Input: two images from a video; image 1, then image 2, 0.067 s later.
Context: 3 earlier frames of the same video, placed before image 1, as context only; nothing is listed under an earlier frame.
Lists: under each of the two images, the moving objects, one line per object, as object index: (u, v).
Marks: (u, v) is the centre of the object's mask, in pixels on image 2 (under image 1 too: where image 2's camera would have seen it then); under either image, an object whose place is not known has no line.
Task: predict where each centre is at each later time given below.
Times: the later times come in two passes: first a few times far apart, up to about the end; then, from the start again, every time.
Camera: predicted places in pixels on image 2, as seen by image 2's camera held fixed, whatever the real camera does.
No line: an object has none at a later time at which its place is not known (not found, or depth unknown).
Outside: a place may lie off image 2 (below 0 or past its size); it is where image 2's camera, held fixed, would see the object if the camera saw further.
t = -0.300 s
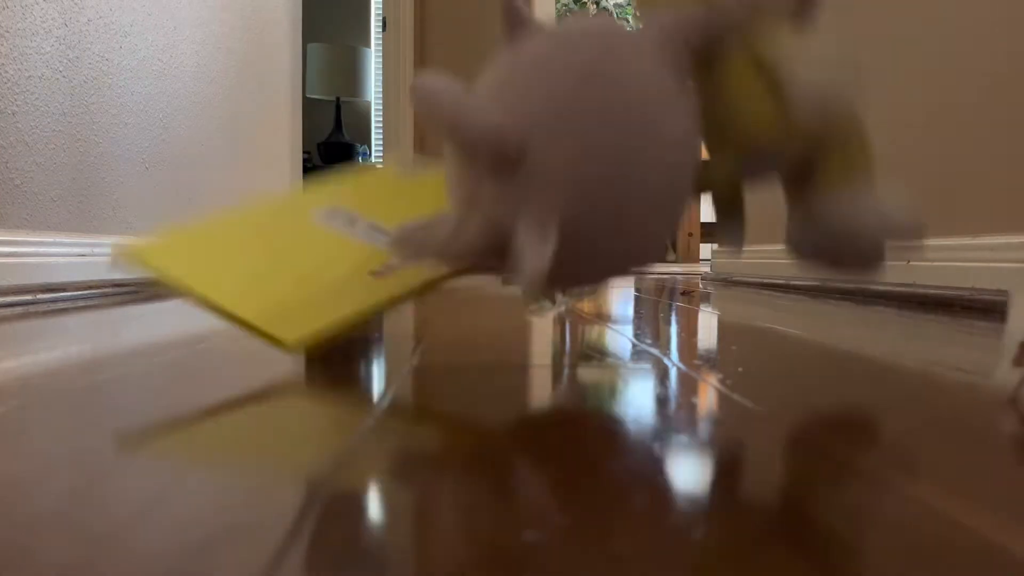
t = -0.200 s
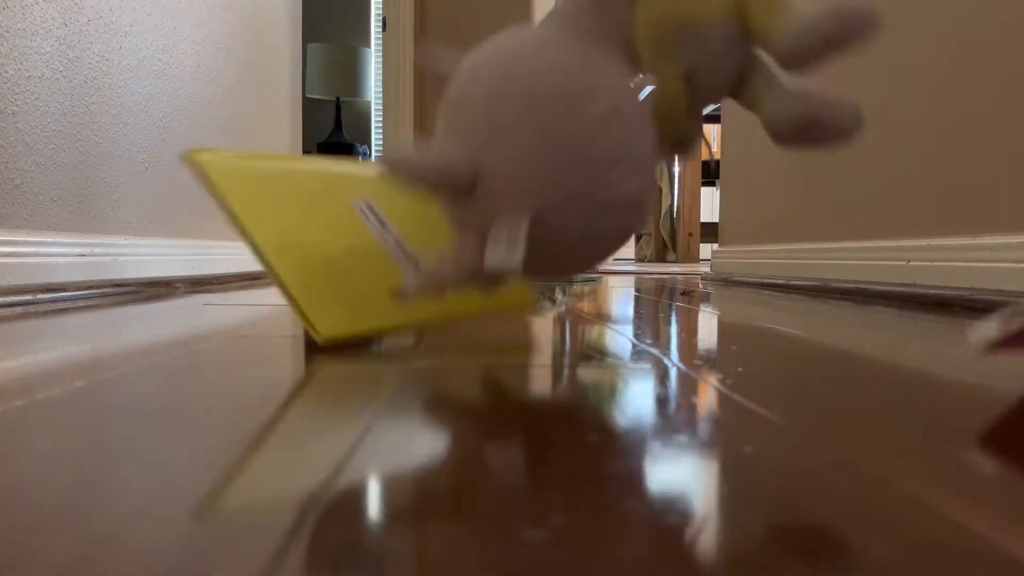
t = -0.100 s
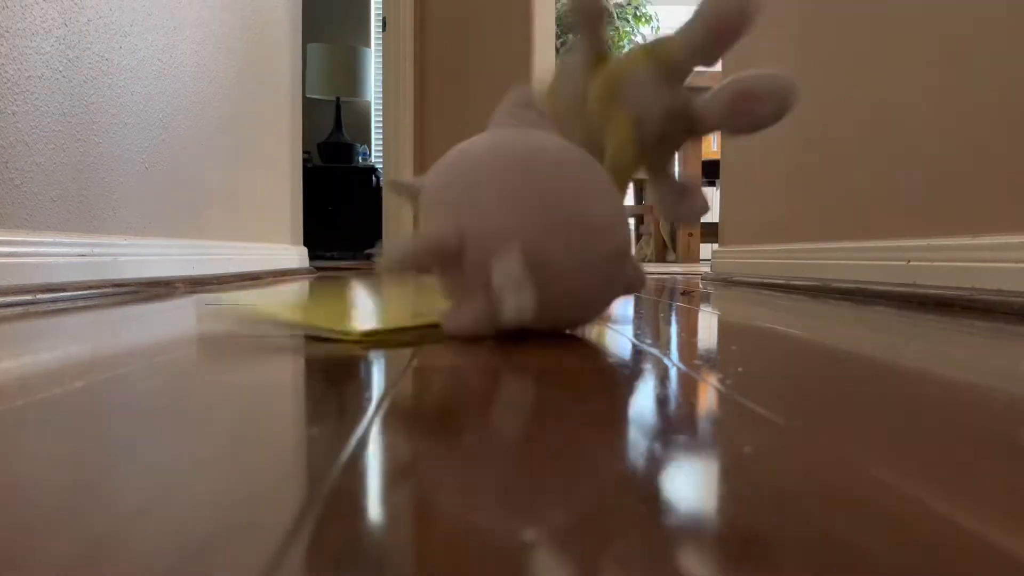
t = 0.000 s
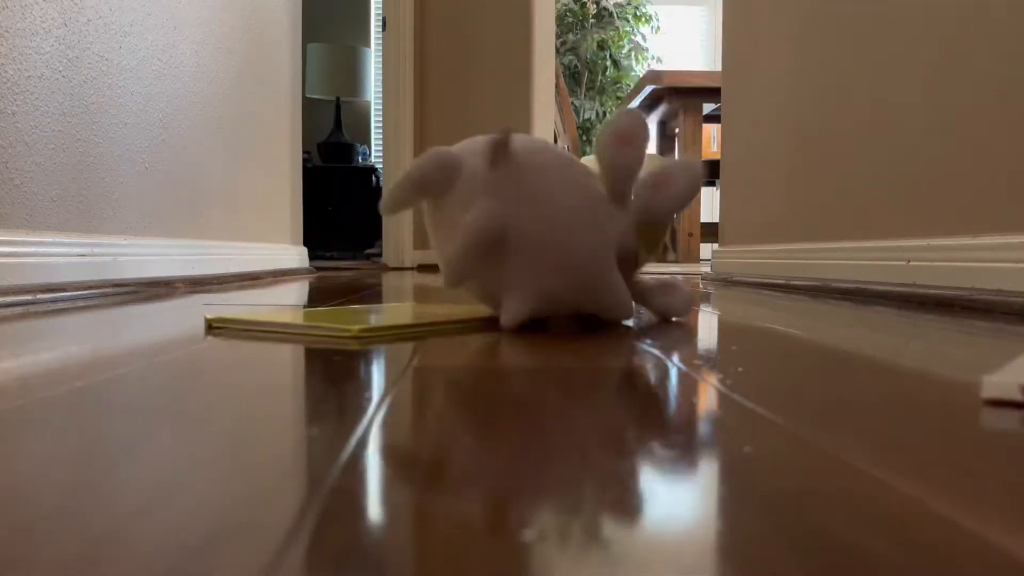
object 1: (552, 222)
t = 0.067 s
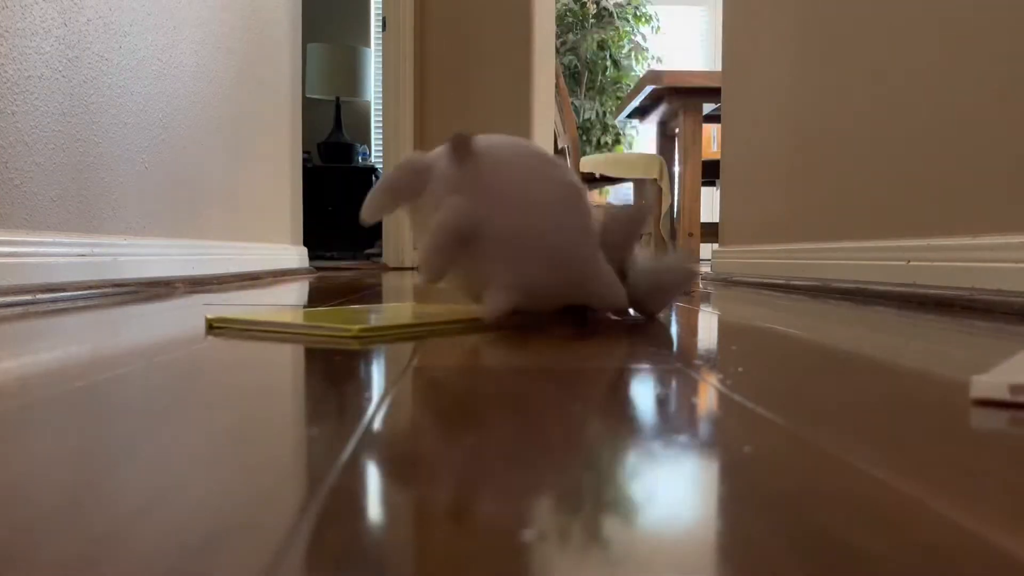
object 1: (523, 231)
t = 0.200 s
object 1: (490, 245)
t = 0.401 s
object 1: (476, 246)
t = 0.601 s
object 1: (477, 246)
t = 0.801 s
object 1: (477, 246)
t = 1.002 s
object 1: (477, 246)
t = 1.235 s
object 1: (477, 246)
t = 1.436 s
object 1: (477, 246)
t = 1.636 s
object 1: (477, 246)
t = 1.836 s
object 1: (477, 246)
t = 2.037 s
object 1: (477, 246)
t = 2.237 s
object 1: (477, 246)
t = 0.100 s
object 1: (509, 239)
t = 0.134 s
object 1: (501, 244)
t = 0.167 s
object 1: (496, 245)
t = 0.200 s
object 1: (490, 245)
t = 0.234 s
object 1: (485, 246)
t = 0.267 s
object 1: (481, 246)
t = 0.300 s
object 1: (480, 246)
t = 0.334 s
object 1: (478, 246)
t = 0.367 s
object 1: (477, 246)
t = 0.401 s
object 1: (476, 246)
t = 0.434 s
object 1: (476, 246)
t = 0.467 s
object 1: (476, 246)
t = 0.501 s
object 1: (476, 246)
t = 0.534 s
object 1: (476, 246)
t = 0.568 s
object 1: (476, 246)
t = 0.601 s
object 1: (477, 246)
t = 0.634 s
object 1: (477, 246)
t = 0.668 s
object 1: (477, 246)
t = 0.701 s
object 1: (477, 246)
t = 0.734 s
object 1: (477, 246)
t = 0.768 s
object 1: (477, 246)
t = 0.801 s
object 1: (477, 246)
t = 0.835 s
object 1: (477, 246)
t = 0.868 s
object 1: (477, 246)
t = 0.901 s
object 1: (477, 246)
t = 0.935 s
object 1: (477, 246)
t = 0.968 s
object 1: (477, 246)
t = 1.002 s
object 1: (477, 246)
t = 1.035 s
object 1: (477, 246)
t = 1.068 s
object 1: (477, 246)
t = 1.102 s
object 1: (477, 246)
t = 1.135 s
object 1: (477, 246)
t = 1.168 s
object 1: (477, 246)
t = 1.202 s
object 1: (477, 246)
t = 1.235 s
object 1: (477, 246)
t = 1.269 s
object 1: (477, 246)
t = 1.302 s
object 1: (477, 246)
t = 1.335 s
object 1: (477, 246)
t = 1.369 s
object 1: (477, 246)
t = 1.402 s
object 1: (477, 246)
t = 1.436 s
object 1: (477, 246)
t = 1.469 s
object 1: (477, 246)
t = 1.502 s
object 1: (477, 246)
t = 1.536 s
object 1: (477, 246)
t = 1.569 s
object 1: (477, 246)
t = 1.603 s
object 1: (477, 246)
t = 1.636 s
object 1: (477, 246)
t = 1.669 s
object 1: (477, 246)
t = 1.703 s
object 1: (477, 246)
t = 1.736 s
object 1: (477, 246)
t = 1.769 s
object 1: (477, 246)
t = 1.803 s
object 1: (477, 246)
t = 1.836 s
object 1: (477, 246)
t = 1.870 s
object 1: (477, 246)
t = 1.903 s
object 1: (477, 246)
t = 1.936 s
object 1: (477, 246)
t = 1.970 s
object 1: (477, 246)
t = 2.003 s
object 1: (477, 246)
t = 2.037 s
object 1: (477, 246)
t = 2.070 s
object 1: (477, 246)
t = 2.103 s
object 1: (477, 246)
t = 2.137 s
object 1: (477, 246)
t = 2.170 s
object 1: (477, 246)
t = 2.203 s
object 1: (477, 246)
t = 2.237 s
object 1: (477, 246)
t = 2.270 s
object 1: (477, 246)
